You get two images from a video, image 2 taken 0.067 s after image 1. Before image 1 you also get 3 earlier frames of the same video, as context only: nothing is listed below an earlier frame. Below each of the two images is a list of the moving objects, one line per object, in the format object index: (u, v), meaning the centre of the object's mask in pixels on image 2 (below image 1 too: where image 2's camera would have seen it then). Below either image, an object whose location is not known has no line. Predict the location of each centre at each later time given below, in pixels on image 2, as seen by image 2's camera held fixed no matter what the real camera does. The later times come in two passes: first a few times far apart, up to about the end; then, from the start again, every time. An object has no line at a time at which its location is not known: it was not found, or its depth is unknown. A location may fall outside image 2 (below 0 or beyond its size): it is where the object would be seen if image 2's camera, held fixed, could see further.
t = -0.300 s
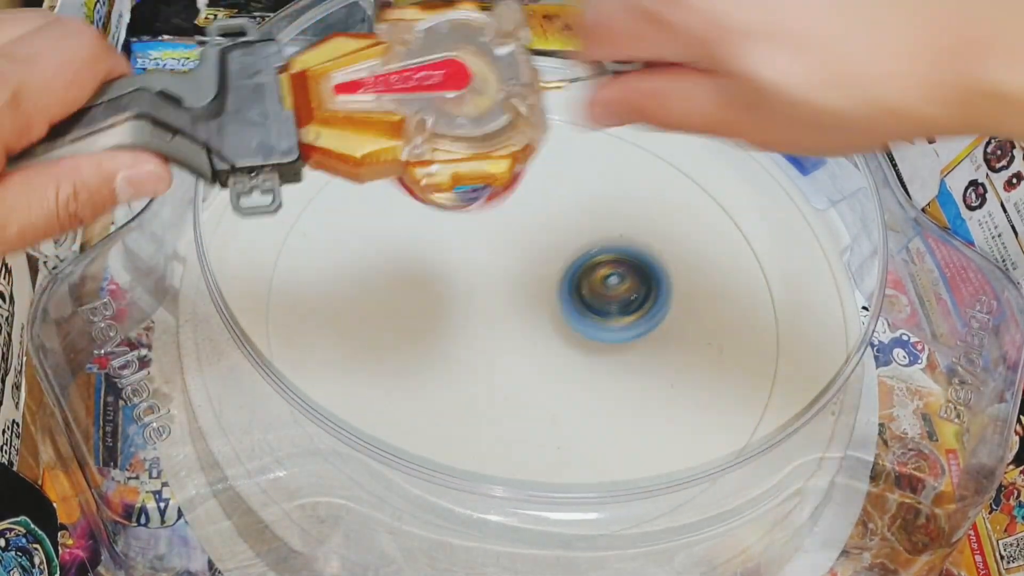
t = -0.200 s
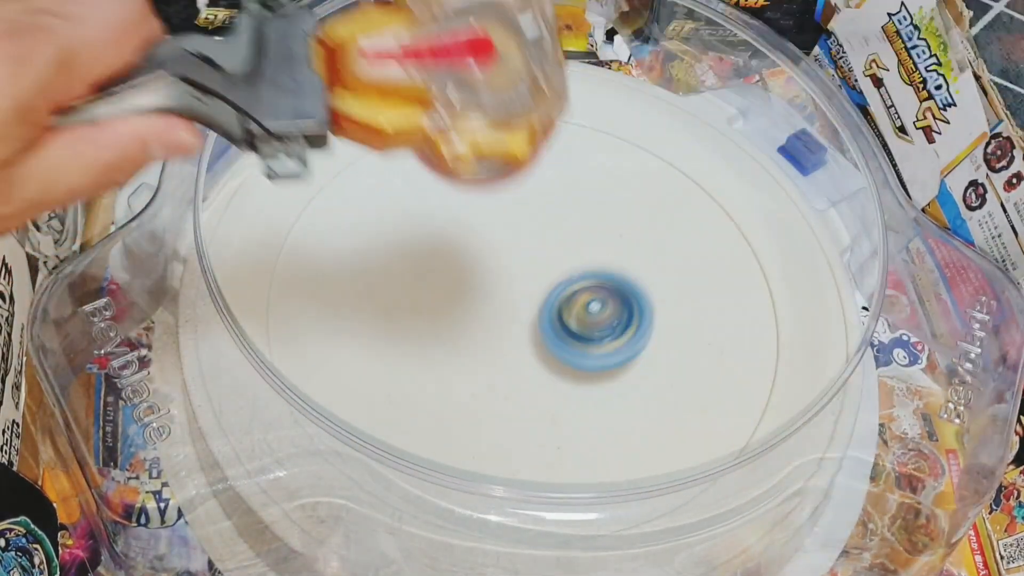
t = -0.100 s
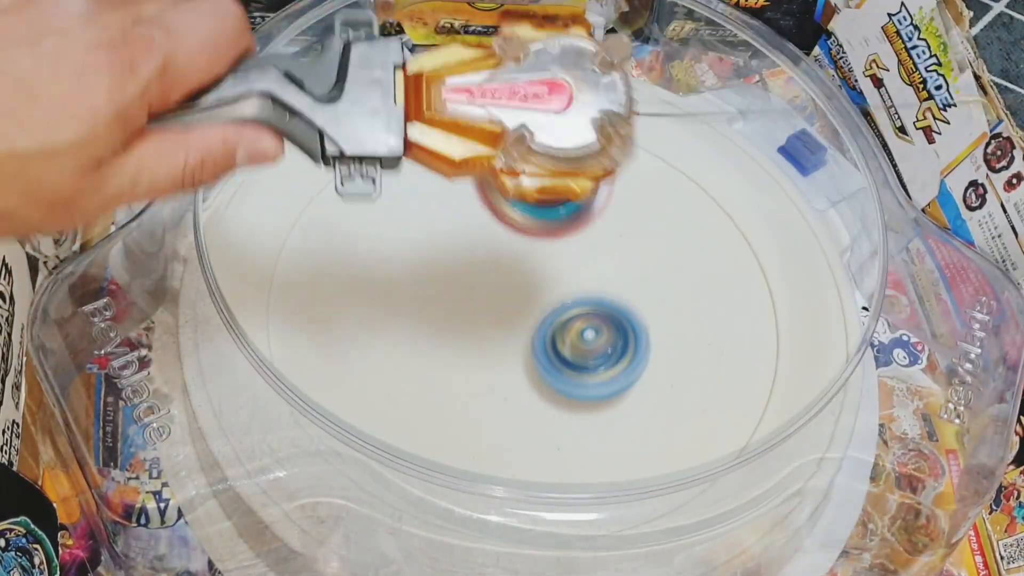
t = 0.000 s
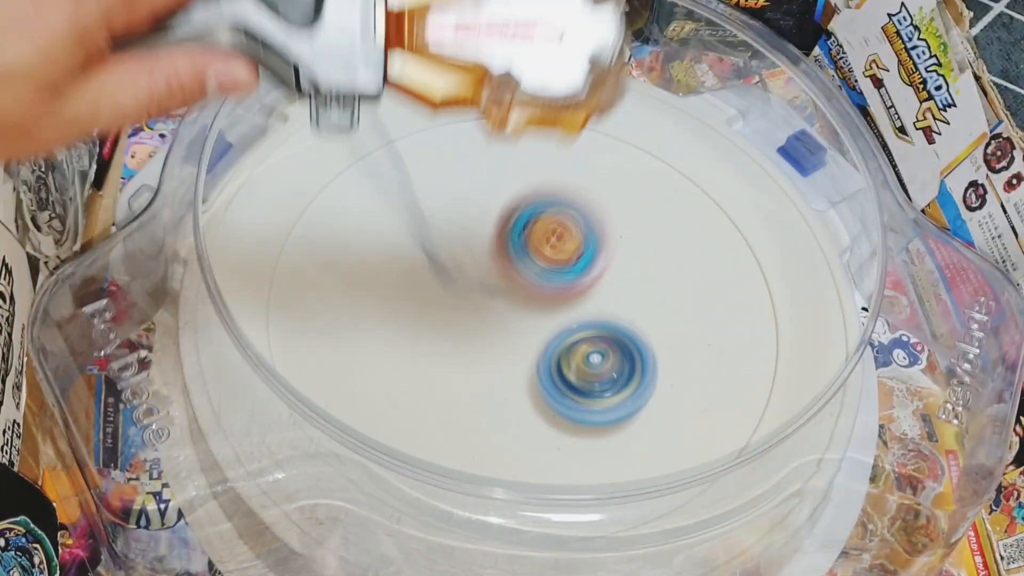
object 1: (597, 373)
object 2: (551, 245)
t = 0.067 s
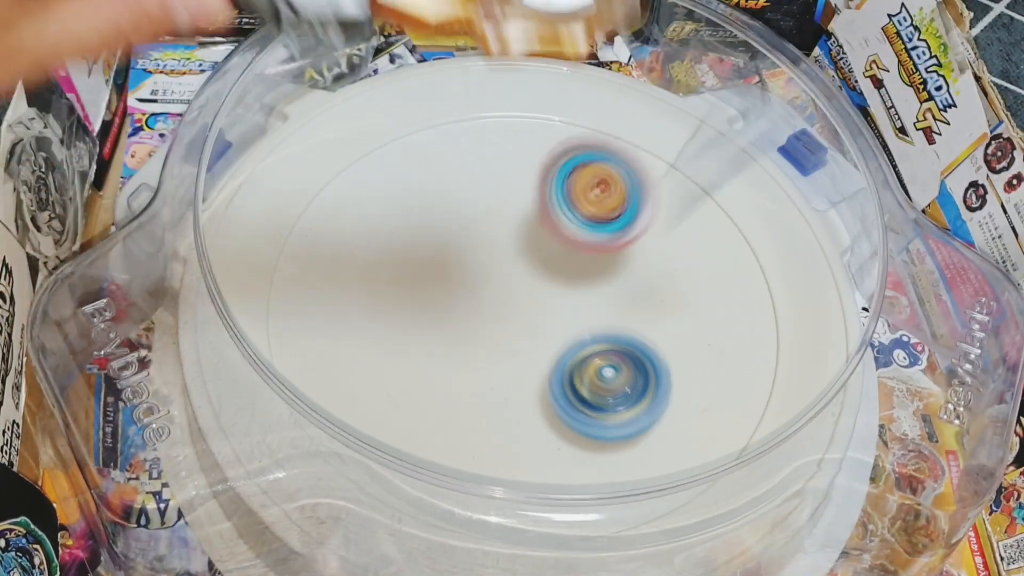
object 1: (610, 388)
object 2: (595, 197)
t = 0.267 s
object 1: (630, 387)
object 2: (673, 173)
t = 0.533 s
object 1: (597, 367)
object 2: (631, 179)
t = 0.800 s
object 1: (560, 381)
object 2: (574, 243)
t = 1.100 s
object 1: (518, 422)
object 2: (674, 278)
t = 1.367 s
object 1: (529, 425)
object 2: (708, 214)
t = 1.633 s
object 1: (513, 396)
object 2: (634, 161)
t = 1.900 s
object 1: (444, 375)
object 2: (619, 325)
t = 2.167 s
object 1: (403, 377)
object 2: (763, 321)
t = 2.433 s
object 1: (452, 343)
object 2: (648, 222)
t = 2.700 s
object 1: (355, 303)
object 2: (658, 343)
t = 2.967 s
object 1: (348, 306)
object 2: (754, 299)
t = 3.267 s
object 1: (387, 301)
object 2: (479, 210)
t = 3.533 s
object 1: (405, 428)
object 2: (516, 236)
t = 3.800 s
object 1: (508, 451)
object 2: (627, 290)
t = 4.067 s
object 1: (585, 355)
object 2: (564, 170)
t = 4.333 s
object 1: (577, 259)
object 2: (350, 344)
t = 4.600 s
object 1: (548, 213)
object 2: (657, 481)
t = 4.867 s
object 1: (521, 202)
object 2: (704, 183)
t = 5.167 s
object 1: (520, 220)
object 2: (328, 183)
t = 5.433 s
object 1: (531, 235)
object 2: (498, 501)
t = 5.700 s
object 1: (550, 251)
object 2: (763, 280)
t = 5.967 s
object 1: (572, 275)
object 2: (488, 108)
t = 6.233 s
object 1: (595, 289)
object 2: (318, 411)
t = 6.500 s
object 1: (601, 300)
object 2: (787, 316)
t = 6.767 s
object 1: (598, 310)
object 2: (396, 122)
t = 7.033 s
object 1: (586, 319)
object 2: (453, 501)
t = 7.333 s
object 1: (564, 332)
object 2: (753, 207)
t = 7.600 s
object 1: (537, 344)
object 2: (365, 141)
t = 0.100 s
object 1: (617, 393)
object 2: (613, 191)
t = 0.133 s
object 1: (623, 397)
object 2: (629, 200)
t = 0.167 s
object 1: (628, 396)
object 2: (642, 193)
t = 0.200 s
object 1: (630, 394)
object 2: (654, 188)
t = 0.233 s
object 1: (631, 390)
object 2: (665, 179)
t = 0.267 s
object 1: (630, 387)
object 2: (673, 173)
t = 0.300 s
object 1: (629, 382)
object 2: (677, 169)
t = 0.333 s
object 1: (627, 378)
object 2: (678, 167)
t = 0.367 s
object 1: (624, 374)
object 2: (676, 165)
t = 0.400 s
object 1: (620, 370)
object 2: (671, 165)
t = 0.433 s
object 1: (614, 368)
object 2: (664, 166)
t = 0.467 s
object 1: (608, 367)
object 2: (655, 169)
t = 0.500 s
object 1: (602, 366)
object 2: (644, 174)
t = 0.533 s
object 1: (597, 367)
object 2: (631, 179)
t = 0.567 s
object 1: (590, 368)
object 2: (619, 183)
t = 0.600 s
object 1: (584, 370)
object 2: (607, 189)
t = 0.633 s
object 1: (579, 373)
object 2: (597, 195)
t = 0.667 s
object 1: (575, 375)
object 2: (588, 203)
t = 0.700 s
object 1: (572, 377)
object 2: (581, 211)
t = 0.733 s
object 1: (568, 378)
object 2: (576, 221)
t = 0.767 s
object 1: (564, 380)
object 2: (574, 231)
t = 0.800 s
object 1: (560, 381)
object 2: (574, 243)
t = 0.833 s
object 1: (556, 383)
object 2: (577, 255)
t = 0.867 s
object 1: (551, 383)
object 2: (581, 267)
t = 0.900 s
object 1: (547, 384)
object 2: (589, 279)
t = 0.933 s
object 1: (541, 388)
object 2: (599, 287)
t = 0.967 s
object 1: (531, 398)
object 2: (616, 287)
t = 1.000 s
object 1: (525, 406)
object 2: (632, 286)
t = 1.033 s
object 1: (521, 412)
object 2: (647, 284)
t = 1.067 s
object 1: (519, 417)
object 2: (661, 282)
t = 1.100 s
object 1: (518, 422)
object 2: (674, 278)
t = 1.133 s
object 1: (518, 425)
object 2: (687, 272)
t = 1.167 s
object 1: (519, 428)
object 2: (698, 264)
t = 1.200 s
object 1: (520, 429)
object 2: (705, 258)
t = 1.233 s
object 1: (521, 430)
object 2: (710, 250)
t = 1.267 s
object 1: (524, 430)
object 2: (713, 241)
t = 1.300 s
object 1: (525, 429)
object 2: (714, 232)
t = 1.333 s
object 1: (527, 427)
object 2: (712, 224)
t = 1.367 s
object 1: (529, 425)
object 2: (708, 214)
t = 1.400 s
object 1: (529, 422)
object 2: (702, 205)
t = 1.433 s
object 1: (528, 418)
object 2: (695, 194)
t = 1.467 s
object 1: (527, 415)
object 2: (686, 185)
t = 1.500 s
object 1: (525, 411)
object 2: (678, 177)
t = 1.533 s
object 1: (523, 407)
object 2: (668, 168)
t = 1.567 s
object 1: (520, 403)
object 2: (658, 161)
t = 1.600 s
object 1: (517, 399)
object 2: (646, 158)
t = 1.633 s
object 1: (513, 396)
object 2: (634, 161)
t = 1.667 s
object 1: (510, 392)
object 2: (619, 170)
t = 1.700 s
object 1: (506, 387)
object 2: (605, 181)
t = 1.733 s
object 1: (502, 383)
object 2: (593, 199)
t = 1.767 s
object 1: (498, 379)
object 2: (582, 226)
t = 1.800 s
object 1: (492, 375)
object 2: (576, 251)
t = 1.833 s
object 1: (487, 370)
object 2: (574, 282)
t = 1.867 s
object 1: (472, 370)
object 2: (584, 307)
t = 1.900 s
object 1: (444, 375)
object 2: (619, 325)
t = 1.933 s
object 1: (423, 377)
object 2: (654, 338)
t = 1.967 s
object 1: (410, 379)
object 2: (687, 348)
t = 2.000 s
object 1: (401, 381)
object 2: (718, 353)
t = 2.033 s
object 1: (396, 382)
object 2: (745, 354)
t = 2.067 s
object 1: (395, 382)
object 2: (768, 350)
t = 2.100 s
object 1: (396, 381)
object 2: (777, 342)
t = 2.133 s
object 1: (400, 379)
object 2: (774, 333)
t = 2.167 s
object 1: (403, 377)
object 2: (763, 321)
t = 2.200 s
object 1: (408, 375)
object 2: (750, 308)
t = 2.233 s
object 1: (414, 372)
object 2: (734, 293)
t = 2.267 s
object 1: (422, 368)
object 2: (719, 277)
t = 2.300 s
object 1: (430, 364)
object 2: (704, 262)
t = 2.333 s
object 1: (436, 358)
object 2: (690, 247)
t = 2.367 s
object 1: (442, 353)
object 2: (676, 236)
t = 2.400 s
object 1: (447, 348)
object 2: (663, 226)
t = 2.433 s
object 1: (452, 343)
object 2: (648, 222)
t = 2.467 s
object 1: (455, 337)
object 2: (629, 225)
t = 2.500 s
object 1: (457, 330)
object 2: (609, 234)
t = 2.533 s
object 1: (458, 323)
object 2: (589, 249)
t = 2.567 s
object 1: (458, 315)
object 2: (571, 269)
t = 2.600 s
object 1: (423, 311)
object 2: (585, 286)
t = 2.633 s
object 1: (392, 307)
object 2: (606, 306)
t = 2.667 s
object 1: (370, 304)
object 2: (631, 326)
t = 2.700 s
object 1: (355, 303)
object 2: (658, 343)
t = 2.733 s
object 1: (345, 302)
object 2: (686, 355)
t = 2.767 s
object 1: (338, 303)
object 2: (712, 360)
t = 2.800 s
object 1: (334, 304)
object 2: (736, 362)
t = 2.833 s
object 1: (333, 305)
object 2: (756, 357)
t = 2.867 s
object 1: (334, 305)
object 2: (773, 349)
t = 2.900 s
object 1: (337, 305)
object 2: (773, 335)
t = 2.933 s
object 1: (342, 306)
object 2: (764, 318)
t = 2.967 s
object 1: (348, 306)
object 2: (754, 299)
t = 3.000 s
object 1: (354, 305)
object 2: (742, 277)
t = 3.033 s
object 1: (362, 305)
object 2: (725, 254)
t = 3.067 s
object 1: (370, 304)
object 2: (700, 233)
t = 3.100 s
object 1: (377, 303)
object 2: (668, 217)
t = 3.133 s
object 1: (384, 301)
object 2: (631, 201)
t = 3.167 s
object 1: (391, 298)
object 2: (590, 198)
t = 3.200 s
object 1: (397, 296)
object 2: (549, 197)
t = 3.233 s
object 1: (402, 293)
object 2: (508, 206)
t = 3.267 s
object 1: (387, 301)
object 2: (479, 210)
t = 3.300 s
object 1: (341, 329)
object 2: (489, 195)
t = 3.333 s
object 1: (312, 349)
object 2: (498, 184)
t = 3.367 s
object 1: (297, 368)
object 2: (508, 179)
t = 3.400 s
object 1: (302, 387)
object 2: (514, 180)
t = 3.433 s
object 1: (321, 406)
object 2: (519, 185)
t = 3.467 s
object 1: (349, 421)
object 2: (523, 195)
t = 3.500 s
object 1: (378, 427)
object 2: (521, 214)
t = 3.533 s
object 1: (405, 428)
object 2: (516, 236)
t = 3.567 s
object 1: (434, 422)
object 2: (510, 262)
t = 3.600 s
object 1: (457, 416)
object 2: (504, 294)
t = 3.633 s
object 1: (466, 426)
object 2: (514, 306)
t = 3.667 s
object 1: (467, 440)
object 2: (535, 303)
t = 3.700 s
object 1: (468, 461)
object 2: (558, 303)
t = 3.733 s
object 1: (477, 472)
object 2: (582, 303)
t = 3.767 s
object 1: (491, 471)
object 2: (606, 299)
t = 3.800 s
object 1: (508, 451)
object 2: (627, 290)
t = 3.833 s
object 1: (523, 448)
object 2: (643, 278)
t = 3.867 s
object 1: (537, 442)
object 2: (654, 262)
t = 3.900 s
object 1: (550, 433)
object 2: (659, 243)
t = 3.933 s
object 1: (560, 418)
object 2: (655, 224)
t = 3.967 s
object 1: (568, 403)
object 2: (644, 206)
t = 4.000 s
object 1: (576, 387)
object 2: (624, 190)
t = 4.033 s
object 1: (580, 371)
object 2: (596, 177)
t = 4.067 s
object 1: (585, 355)
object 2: (564, 170)
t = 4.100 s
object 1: (586, 340)
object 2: (527, 172)
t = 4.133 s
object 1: (587, 327)
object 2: (489, 179)
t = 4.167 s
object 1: (586, 313)
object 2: (451, 193)
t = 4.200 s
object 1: (585, 302)
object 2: (417, 214)
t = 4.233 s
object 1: (584, 290)
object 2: (388, 240)
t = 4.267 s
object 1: (582, 279)
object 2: (367, 272)
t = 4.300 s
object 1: (580, 269)
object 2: (353, 307)
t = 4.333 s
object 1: (577, 259)
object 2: (350, 344)
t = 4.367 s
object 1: (575, 250)
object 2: (362, 374)
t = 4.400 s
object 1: (571, 242)
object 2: (388, 405)
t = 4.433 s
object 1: (568, 235)
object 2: (411, 446)
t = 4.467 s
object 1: (564, 229)
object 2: (453, 474)
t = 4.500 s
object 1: (561, 224)
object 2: (500, 494)
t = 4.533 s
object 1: (556, 220)
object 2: (553, 502)
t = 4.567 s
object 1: (552, 216)
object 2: (608, 497)
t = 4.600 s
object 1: (548, 213)
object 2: (657, 481)
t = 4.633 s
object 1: (544, 210)
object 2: (696, 452)
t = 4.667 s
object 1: (540, 207)
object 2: (729, 416)
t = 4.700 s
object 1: (536, 205)
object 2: (751, 380)
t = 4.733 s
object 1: (533, 203)
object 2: (767, 338)
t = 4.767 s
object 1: (530, 202)
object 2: (768, 299)
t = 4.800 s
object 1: (527, 201)
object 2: (757, 258)
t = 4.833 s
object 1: (524, 202)
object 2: (735, 219)
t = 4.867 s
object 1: (521, 202)
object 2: (704, 183)
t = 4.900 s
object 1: (518, 204)
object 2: (667, 153)
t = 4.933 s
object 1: (517, 207)
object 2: (628, 129)
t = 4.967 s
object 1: (517, 210)
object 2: (581, 117)
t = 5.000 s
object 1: (517, 213)
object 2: (535, 110)
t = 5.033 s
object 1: (517, 216)
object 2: (489, 107)
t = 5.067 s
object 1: (517, 217)
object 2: (445, 114)
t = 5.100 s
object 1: (519, 218)
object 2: (402, 130)
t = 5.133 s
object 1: (519, 219)
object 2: (363, 152)
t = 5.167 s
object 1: (520, 220)
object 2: (328, 183)
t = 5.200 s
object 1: (520, 222)
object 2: (302, 222)
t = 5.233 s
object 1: (521, 223)
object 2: (286, 267)
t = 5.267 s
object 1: (521, 225)
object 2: (291, 314)
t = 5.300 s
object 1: (523, 227)
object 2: (302, 365)
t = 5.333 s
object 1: (525, 228)
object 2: (332, 412)
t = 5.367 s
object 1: (527, 230)
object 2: (377, 453)
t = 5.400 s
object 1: (529, 232)
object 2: (432, 485)
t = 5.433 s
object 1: (531, 235)
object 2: (498, 501)
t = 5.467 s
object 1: (534, 237)
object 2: (562, 503)
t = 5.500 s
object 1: (537, 239)
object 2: (620, 493)
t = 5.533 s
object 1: (539, 240)
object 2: (676, 471)
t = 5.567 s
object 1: (542, 243)
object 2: (715, 440)
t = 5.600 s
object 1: (544, 244)
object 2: (740, 401)
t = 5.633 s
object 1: (546, 246)
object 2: (758, 362)
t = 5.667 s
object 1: (548, 249)
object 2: (764, 321)
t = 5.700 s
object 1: (550, 251)
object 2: (763, 280)
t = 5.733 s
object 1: (552, 254)
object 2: (751, 241)
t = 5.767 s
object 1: (554, 257)
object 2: (725, 207)
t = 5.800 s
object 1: (557, 260)
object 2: (697, 175)
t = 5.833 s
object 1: (559, 263)
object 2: (663, 148)
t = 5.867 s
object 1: (562, 266)
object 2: (621, 128)
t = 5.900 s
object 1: (565, 269)
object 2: (579, 115)
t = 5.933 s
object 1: (568, 272)
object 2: (535, 107)
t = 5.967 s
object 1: (572, 275)
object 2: (488, 108)
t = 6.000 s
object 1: (576, 278)
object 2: (442, 115)
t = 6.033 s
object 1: (579, 280)
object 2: (398, 132)
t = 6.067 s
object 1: (583, 283)
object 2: (355, 156)
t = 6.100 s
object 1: (586, 285)
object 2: (322, 194)
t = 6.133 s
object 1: (588, 286)
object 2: (295, 238)
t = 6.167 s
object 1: (591, 287)
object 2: (285, 291)
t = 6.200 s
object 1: (594, 288)
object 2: (287, 353)
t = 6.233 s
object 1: (595, 289)
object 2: (318, 411)
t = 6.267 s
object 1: (597, 290)
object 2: (374, 464)
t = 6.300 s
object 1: (598, 292)
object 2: (447, 501)
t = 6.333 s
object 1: (599, 293)
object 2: (530, 511)
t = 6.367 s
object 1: (599, 294)
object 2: (613, 507)
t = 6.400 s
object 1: (601, 295)
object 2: (687, 482)
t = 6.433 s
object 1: (602, 297)
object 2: (744, 435)
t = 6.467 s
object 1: (601, 298)
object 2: (773, 376)
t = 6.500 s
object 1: (601, 300)
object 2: (787, 316)
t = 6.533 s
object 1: (602, 302)
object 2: (773, 257)
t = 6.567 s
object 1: (602, 303)
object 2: (745, 205)
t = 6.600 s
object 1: (601, 304)
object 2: (699, 160)
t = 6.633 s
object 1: (601, 306)
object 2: (645, 126)
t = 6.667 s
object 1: (600, 307)
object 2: (585, 106)
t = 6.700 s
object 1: (600, 308)
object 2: (520, 98)
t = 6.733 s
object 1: (599, 309)
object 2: (455, 103)
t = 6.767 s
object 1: (598, 310)
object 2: (396, 122)
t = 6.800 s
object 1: (597, 311)
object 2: (343, 156)
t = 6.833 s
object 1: (596, 312)
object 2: (304, 201)
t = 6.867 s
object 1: (594, 313)
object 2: (279, 249)
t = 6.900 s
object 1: (593, 314)
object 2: (279, 307)
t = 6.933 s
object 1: (592, 315)
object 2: (295, 369)
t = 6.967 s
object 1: (591, 316)
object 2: (331, 424)
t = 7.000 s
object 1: (589, 317)
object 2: (386, 471)
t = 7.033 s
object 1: (586, 319)
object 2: (453, 501)
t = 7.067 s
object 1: (583, 320)
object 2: (526, 508)
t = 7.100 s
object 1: (581, 322)
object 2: (599, 506)
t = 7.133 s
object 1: (579, 323)
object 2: (670, 496)
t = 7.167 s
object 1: (576, 325)
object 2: (727, 459)
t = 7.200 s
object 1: (573, 327)
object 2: (765, 410)
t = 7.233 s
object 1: (571, 328)
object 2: (784, 357)
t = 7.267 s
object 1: (569, 330)
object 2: (789, 305)
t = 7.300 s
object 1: (567, 331)
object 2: (777, 254)
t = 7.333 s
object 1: (564, 332)
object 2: (753, 207)
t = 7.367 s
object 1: (562, 334)
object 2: (714, 169)
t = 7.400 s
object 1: (559, 335)
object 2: (668, 138)
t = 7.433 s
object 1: (557, 337)
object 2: (618, 116)
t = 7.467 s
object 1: (553, 338)
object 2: (567, 103)
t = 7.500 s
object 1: (550, 339)
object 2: (512, 98)
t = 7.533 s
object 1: (545, 340)
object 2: (458, 104)
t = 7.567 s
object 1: (541, 342)
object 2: (411, 118)
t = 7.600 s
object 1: (537, 344)
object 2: (365, 141)
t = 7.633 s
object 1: (534, 346)
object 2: (329, 172)
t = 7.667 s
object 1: (532, 347)
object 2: (304, 205)
